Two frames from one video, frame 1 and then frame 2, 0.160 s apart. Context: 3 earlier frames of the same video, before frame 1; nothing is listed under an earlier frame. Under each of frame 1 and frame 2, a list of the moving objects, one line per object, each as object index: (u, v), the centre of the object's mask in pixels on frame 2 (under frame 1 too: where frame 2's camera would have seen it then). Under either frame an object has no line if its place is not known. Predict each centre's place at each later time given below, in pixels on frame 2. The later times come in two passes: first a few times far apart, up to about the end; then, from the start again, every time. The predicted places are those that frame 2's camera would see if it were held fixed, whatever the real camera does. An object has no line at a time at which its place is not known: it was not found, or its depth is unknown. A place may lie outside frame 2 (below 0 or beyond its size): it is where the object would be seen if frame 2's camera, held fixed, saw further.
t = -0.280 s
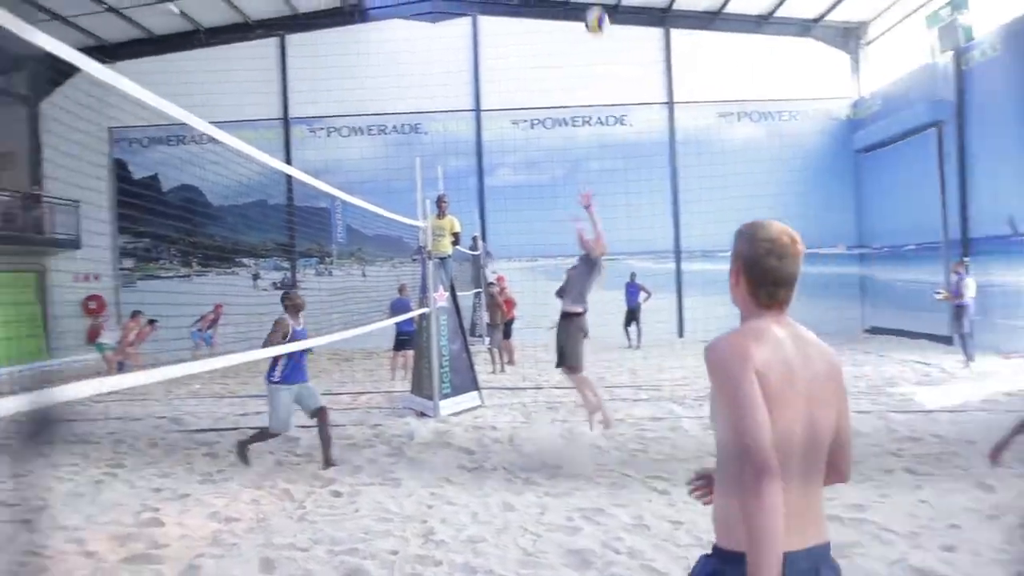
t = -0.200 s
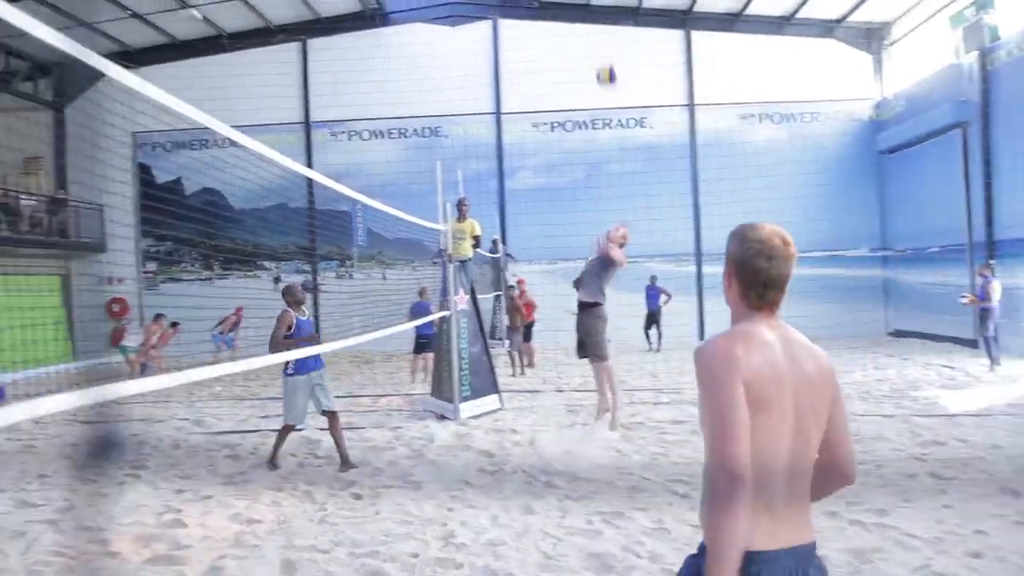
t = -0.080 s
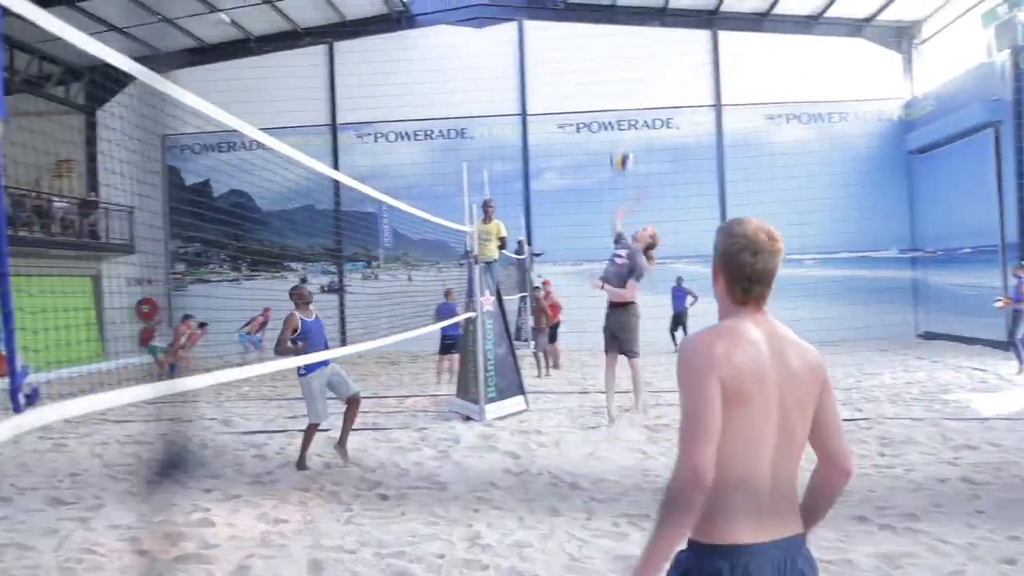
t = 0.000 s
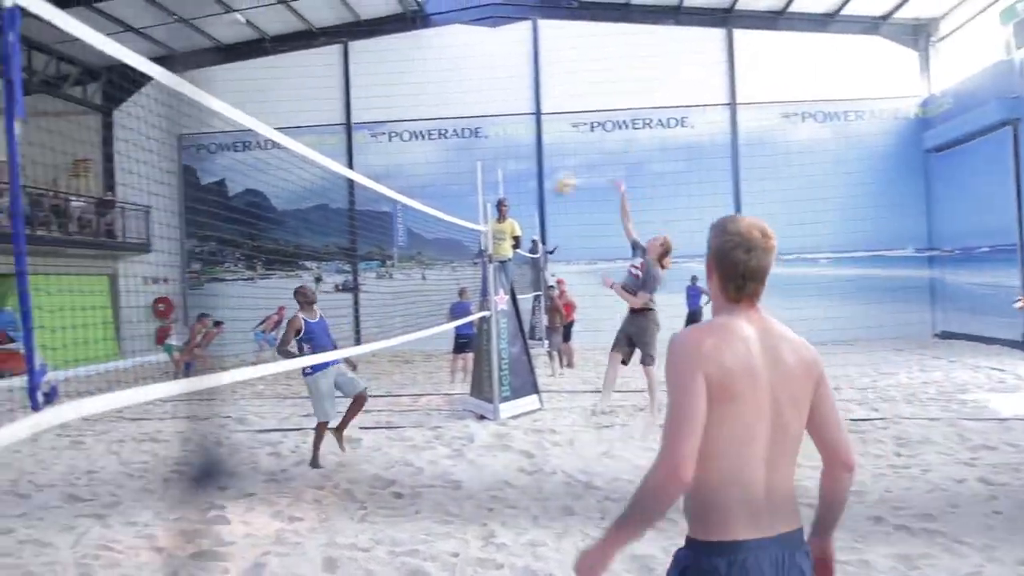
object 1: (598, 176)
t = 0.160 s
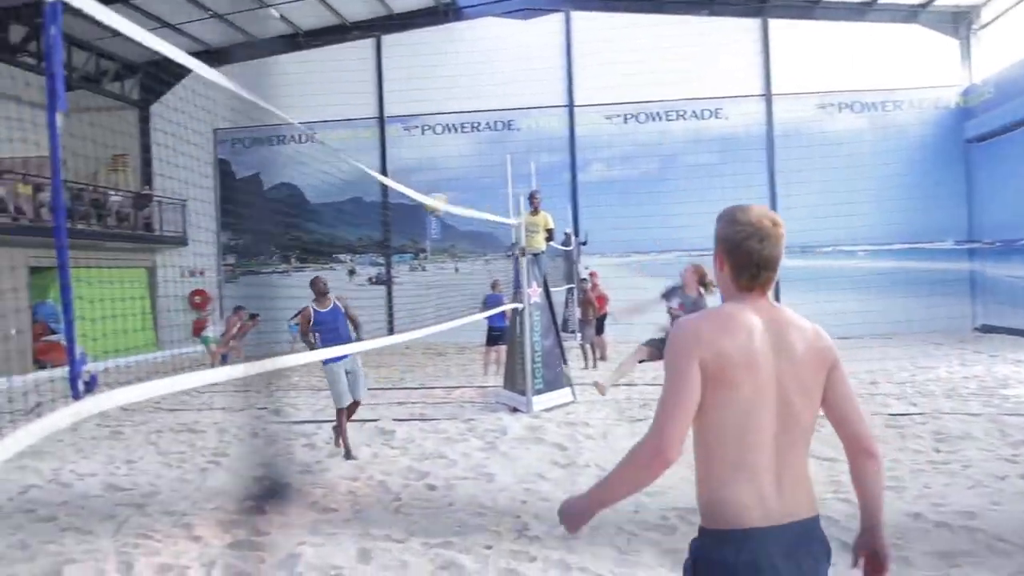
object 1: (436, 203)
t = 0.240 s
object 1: (378, 209)
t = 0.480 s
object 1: (205, 272)
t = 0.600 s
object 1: (125, 324)
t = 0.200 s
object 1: (406, 205)
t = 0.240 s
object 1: (378, 209)
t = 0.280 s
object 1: (348, 215)
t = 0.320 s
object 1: (318, 222)
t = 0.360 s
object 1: (289, 232)
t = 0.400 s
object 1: (262, 242)
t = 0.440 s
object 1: (234, 255)
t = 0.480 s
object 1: (205, 272)
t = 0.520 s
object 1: (178, 287)
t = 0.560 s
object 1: (152, 305)
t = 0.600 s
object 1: (125, 324)
